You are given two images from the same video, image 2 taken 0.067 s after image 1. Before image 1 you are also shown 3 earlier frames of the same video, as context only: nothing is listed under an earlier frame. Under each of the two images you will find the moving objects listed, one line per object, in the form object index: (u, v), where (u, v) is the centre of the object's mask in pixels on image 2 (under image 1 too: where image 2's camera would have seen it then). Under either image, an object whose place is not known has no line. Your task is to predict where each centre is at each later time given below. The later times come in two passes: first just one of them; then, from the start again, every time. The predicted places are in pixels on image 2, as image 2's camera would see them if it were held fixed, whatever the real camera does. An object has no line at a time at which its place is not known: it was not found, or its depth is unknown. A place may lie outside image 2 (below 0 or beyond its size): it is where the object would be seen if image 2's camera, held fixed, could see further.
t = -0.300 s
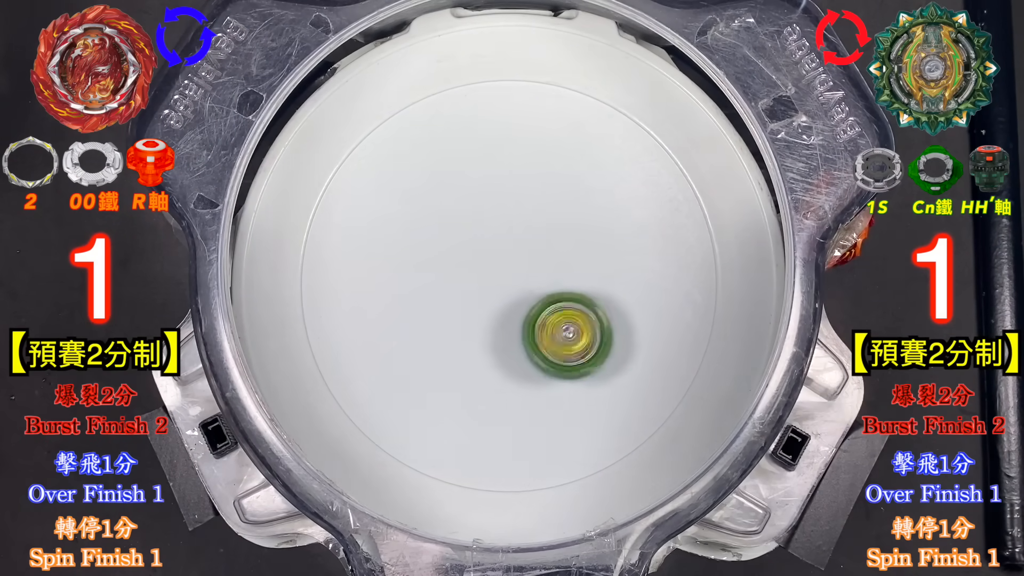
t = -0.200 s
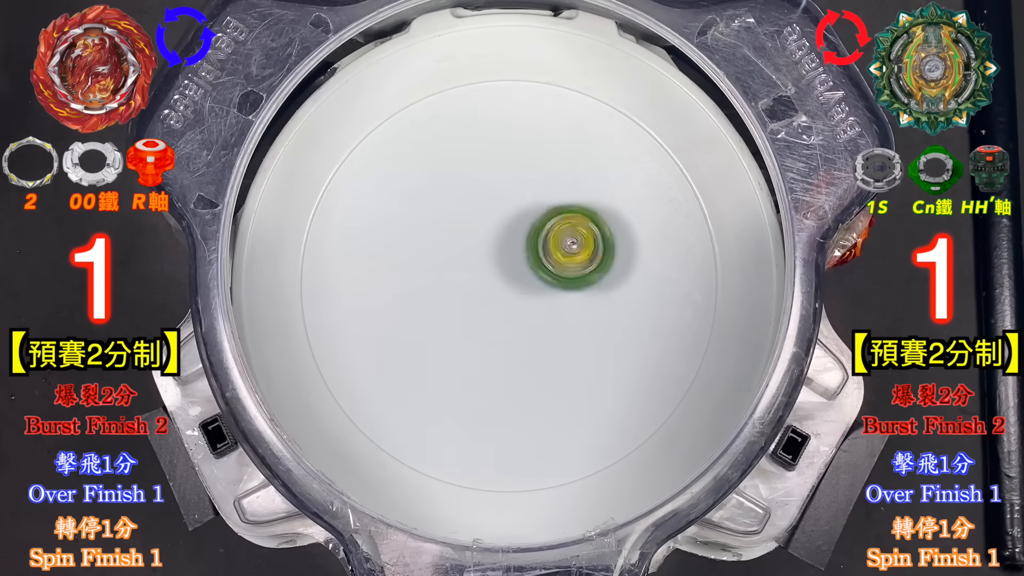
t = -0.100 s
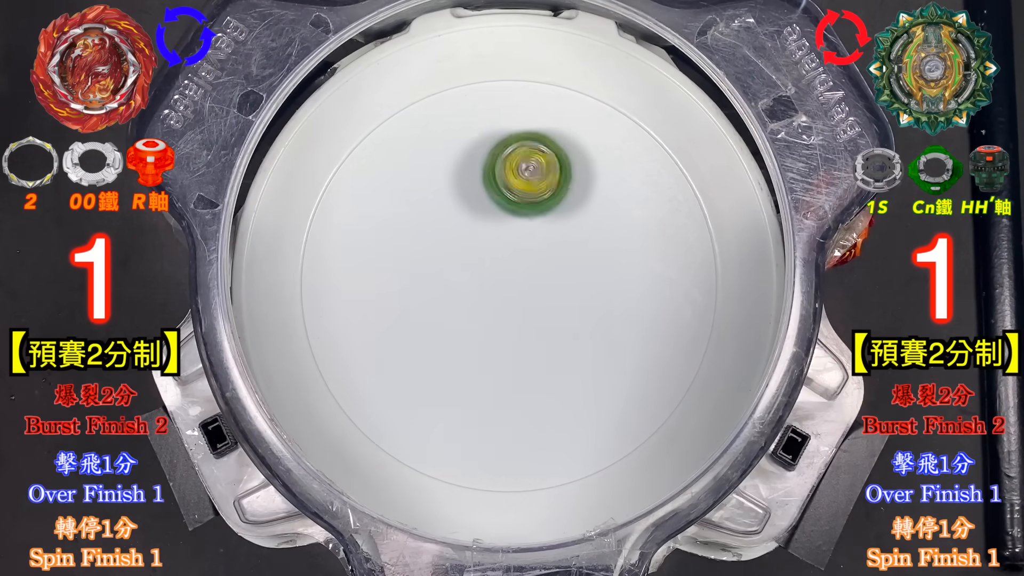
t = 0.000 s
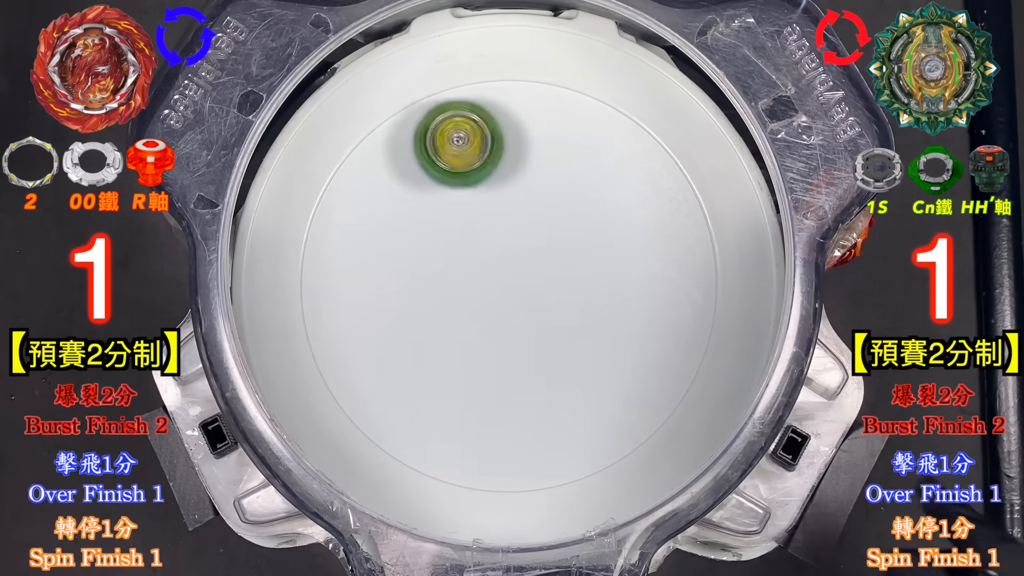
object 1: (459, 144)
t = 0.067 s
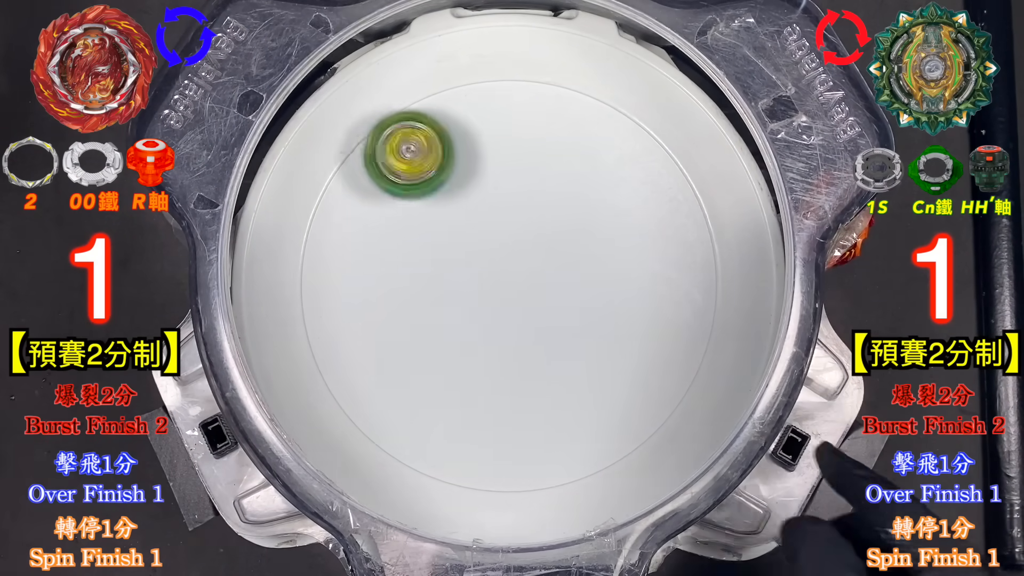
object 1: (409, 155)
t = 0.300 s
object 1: (337, 324)
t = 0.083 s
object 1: (399, 159)
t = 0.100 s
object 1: (390, 167)
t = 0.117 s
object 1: (381, 176)
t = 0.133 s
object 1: (371, 186)
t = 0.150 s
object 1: (362, 197)
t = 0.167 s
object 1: (355, 208)
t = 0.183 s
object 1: (351, 219)
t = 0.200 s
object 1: (347, 234)
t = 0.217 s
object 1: (342, 249)
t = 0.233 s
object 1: (338, 264)
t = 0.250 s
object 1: (335, 277)
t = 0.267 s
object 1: (334, 291)
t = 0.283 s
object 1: (335, 307)
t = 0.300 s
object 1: (337, 324)
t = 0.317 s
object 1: (340, 341)
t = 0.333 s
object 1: (343, 358)
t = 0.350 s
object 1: (349, 373)
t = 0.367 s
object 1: (358, 386)
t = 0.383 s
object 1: (371, 399)
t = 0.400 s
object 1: (386, 412)
